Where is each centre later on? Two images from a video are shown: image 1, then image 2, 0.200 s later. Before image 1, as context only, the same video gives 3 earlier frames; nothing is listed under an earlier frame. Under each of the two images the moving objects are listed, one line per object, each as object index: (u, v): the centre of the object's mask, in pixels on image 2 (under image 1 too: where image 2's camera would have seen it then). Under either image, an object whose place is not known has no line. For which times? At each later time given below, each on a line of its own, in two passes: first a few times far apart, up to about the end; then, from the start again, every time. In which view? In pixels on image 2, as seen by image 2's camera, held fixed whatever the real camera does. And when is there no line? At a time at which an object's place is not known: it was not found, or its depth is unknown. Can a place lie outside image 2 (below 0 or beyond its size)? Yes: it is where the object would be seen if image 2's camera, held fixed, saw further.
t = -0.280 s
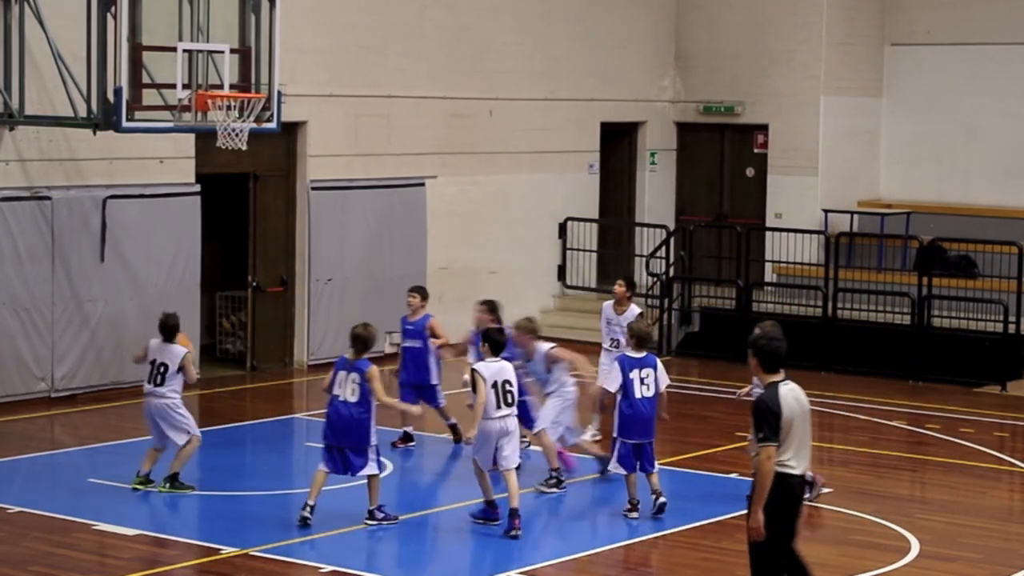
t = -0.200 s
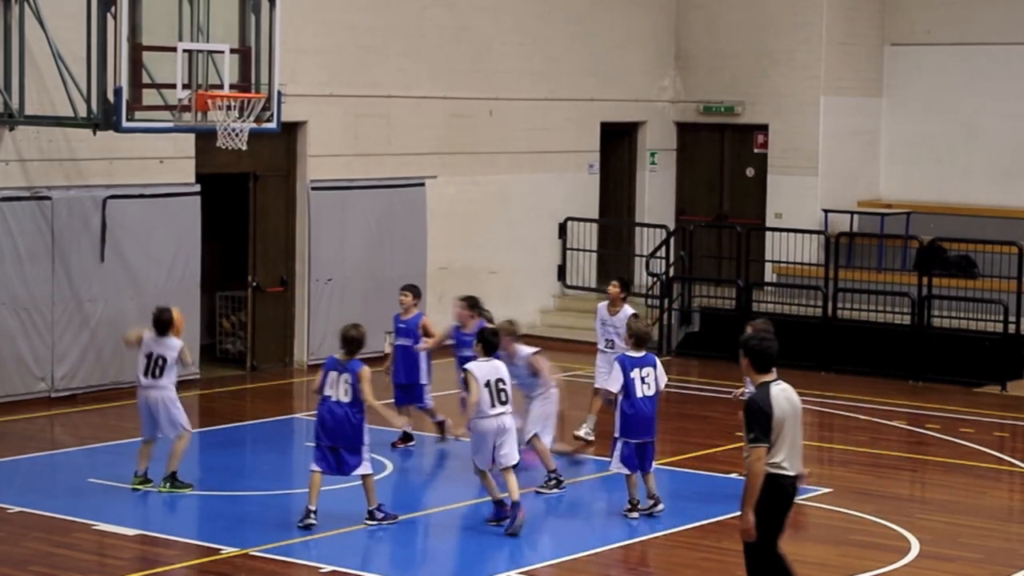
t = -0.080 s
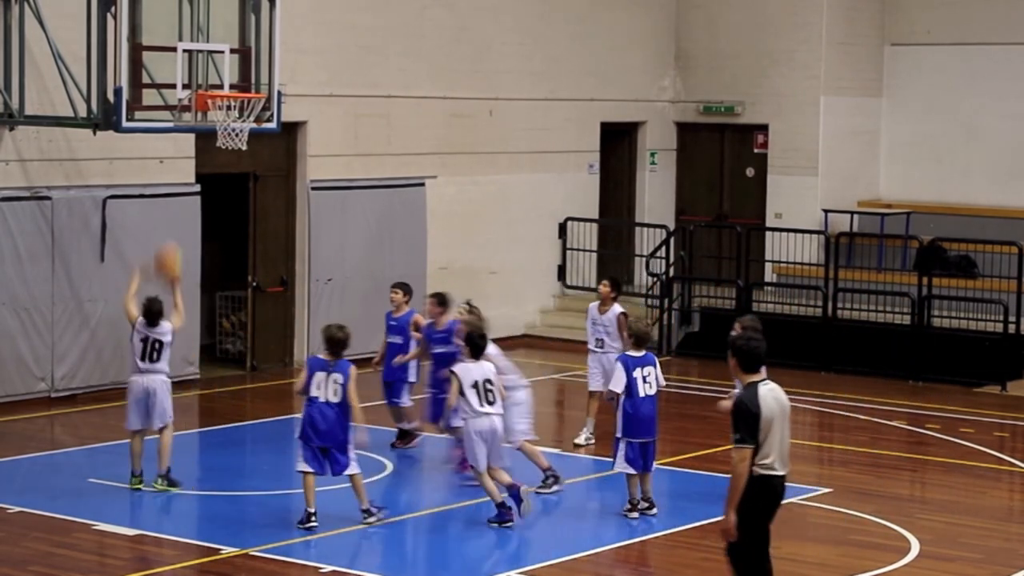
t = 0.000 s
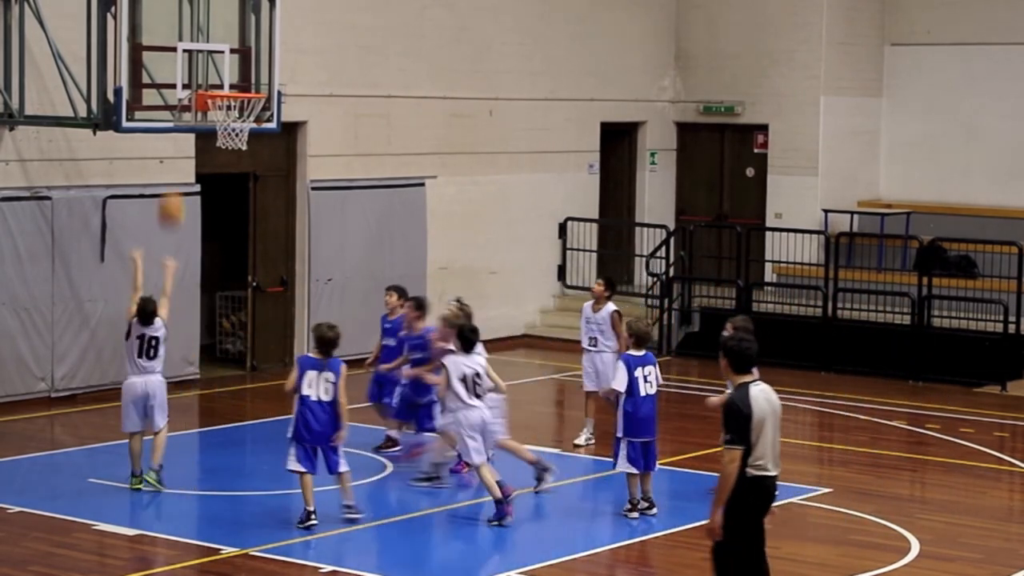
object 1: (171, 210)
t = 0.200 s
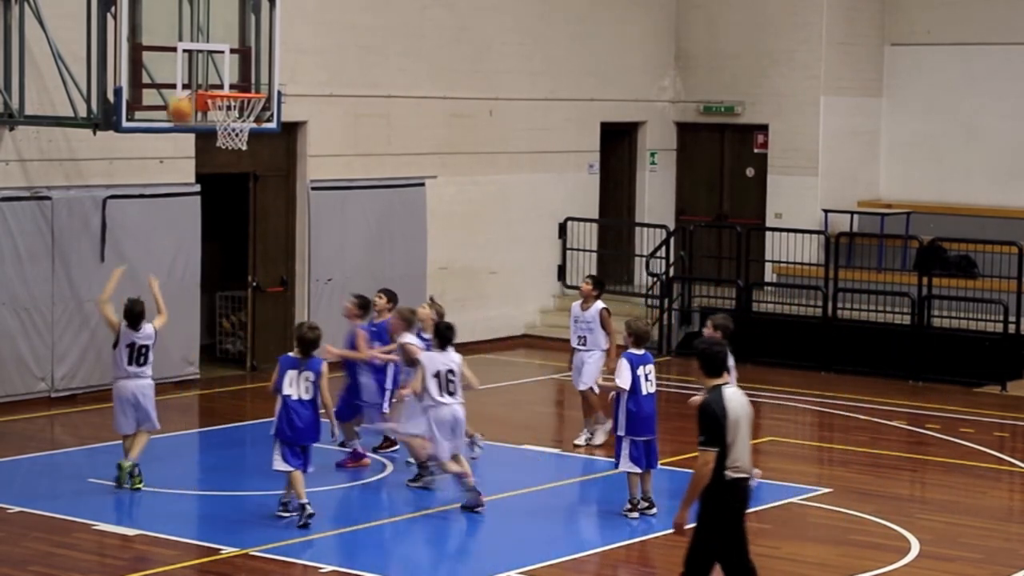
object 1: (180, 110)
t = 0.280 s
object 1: (182, 84)
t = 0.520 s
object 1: (209, 69)
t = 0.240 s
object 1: (181, 96)
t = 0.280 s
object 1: (182, 84)
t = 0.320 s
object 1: (184, 75)
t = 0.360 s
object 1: (185, 67)
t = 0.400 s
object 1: (189, 63)
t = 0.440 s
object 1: (196, 64)
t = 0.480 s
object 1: (203, 65)
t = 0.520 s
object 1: (209, 69)
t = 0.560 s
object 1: (216, 76)
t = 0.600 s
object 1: (224, 82)
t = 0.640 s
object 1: (231, 87)
